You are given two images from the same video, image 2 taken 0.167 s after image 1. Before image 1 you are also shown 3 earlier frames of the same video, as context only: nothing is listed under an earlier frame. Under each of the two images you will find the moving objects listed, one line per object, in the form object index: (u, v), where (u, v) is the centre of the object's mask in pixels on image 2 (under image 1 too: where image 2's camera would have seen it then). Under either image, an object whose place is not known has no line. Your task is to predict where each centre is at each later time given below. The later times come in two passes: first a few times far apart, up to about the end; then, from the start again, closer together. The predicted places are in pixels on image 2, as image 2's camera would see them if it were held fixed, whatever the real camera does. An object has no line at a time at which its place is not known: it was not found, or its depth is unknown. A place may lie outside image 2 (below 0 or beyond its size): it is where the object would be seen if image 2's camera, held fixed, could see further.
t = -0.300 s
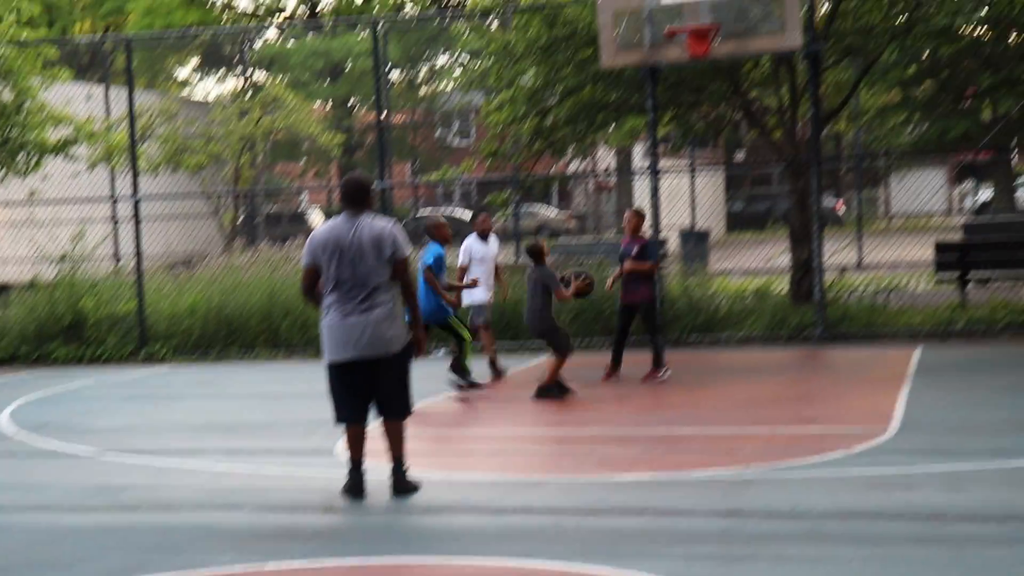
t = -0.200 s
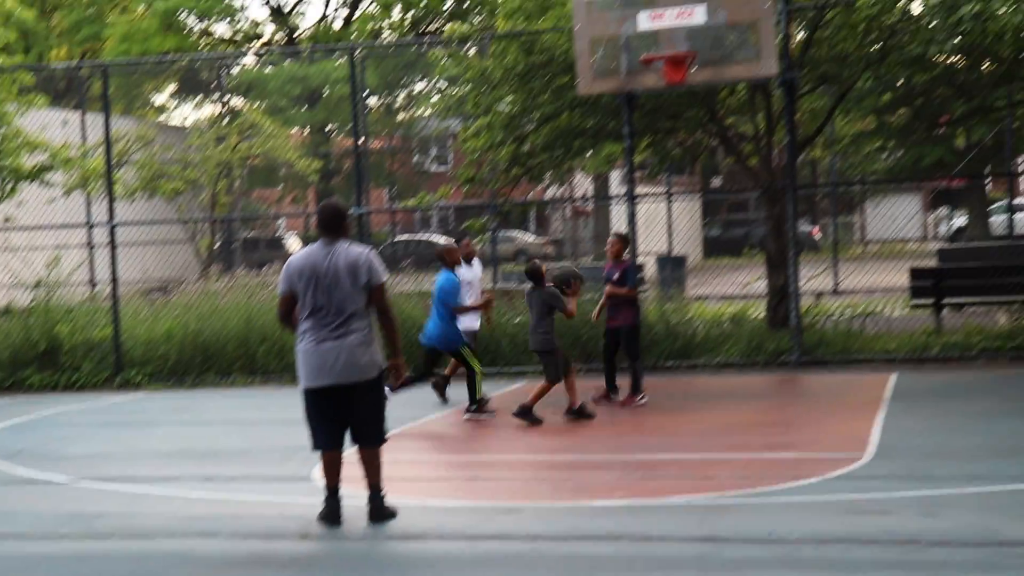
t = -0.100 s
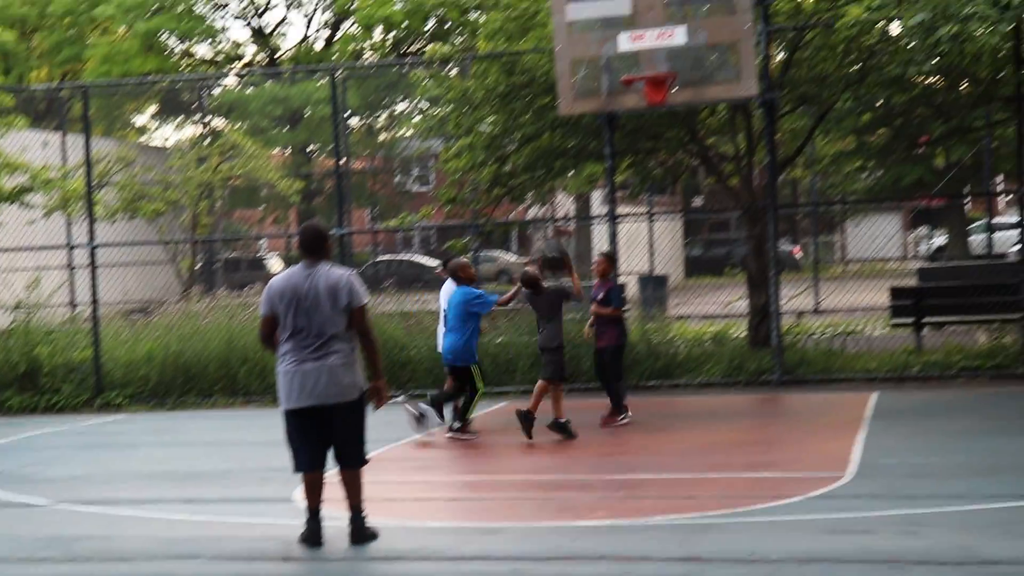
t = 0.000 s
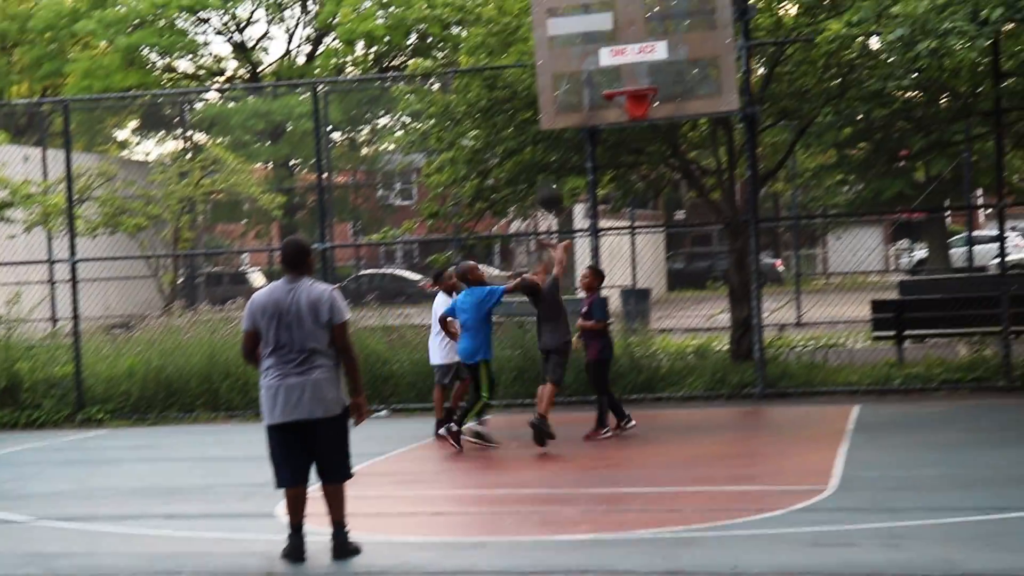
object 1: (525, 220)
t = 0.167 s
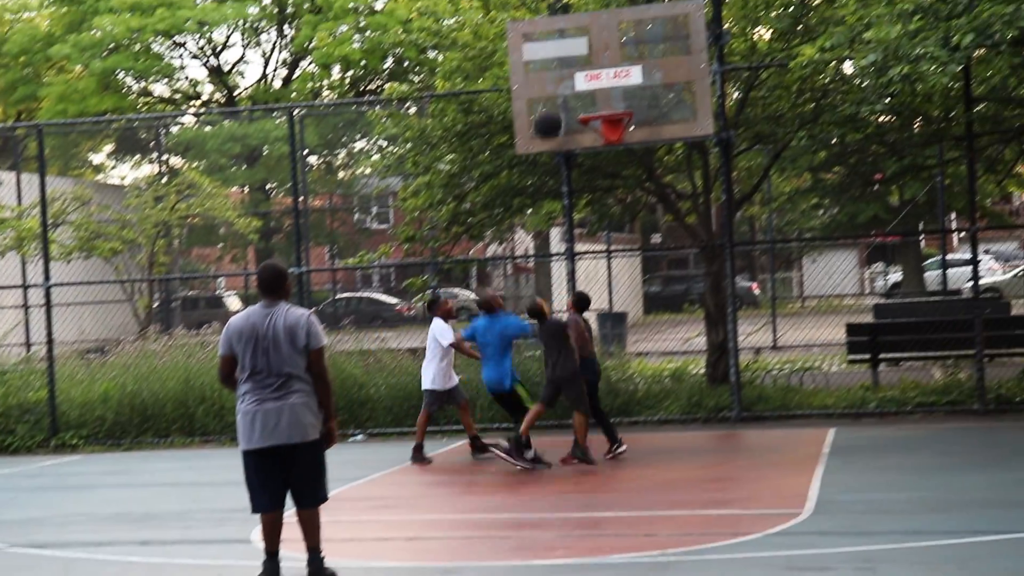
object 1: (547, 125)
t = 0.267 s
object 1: (561, 82)
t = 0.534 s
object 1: (596, 28)
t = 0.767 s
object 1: (626, 49)
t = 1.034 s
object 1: (654, 107)
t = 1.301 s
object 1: (725, 165)
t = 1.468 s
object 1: (774, 250)
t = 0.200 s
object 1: (552, 110)
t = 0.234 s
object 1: (557, 96)
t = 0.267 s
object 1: (561, 82)
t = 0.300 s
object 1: (565, 71)
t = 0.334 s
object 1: (569, 60)
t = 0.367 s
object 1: (574, 52)
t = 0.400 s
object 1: (578, 45)
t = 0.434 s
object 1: (583, 39)
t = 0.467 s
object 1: (587, 34)
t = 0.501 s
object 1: (591, 30)
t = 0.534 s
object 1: (596, 28)
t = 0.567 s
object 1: (600, 28)
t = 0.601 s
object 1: (605, 28)
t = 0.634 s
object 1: (609, 30)
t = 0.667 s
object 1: (614, 33)
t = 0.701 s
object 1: (618, 37)
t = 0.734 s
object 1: (622, 42)
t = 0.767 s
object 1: (626, 49)
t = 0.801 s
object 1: (631, 54)
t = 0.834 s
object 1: (635, 62)
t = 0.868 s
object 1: (637, 70)
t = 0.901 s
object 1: (638, 79)
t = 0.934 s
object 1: (640, 89)
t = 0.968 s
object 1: (641, 99)
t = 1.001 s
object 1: (646, 105)
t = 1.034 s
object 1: (654, 107)
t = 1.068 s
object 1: (663, 111)
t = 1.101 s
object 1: (671, 114)
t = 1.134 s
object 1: (679, 119)
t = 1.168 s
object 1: (689, 126)
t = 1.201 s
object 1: (697, 134)
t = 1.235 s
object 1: (707, 143)
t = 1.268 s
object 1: (717, 154)
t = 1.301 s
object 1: (725, 165)
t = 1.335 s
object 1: (734, 179)
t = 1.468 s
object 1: (774, 250)
